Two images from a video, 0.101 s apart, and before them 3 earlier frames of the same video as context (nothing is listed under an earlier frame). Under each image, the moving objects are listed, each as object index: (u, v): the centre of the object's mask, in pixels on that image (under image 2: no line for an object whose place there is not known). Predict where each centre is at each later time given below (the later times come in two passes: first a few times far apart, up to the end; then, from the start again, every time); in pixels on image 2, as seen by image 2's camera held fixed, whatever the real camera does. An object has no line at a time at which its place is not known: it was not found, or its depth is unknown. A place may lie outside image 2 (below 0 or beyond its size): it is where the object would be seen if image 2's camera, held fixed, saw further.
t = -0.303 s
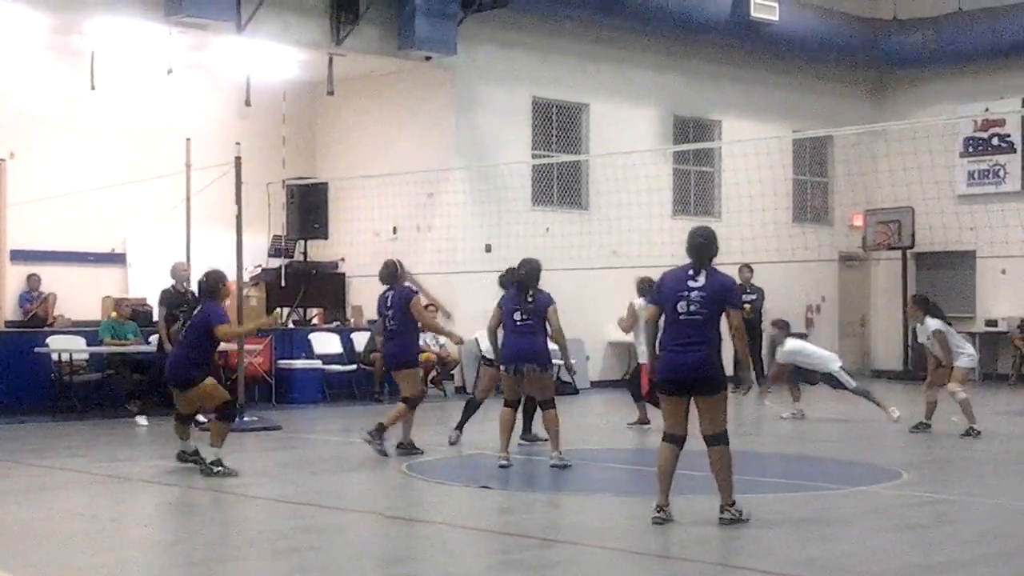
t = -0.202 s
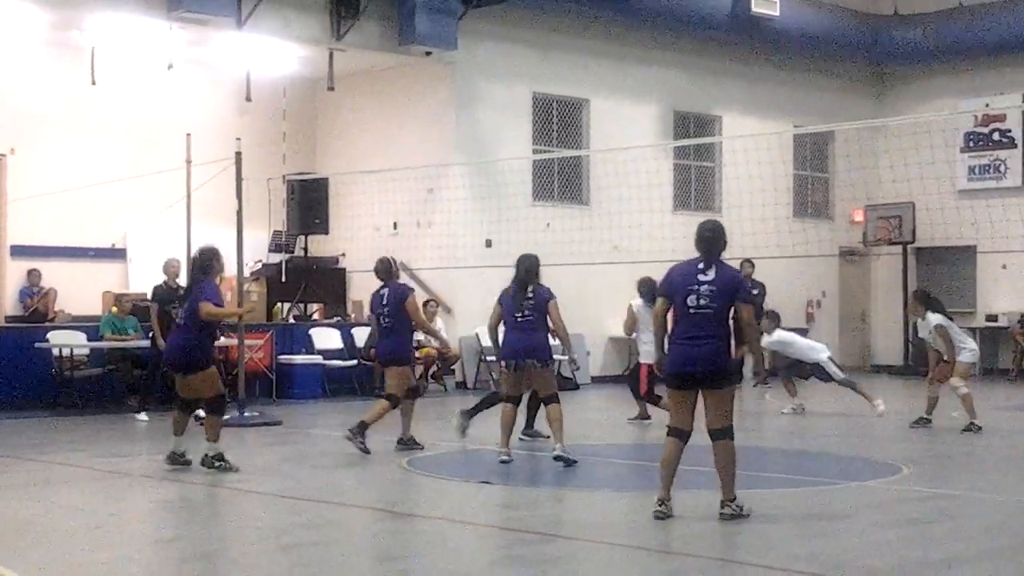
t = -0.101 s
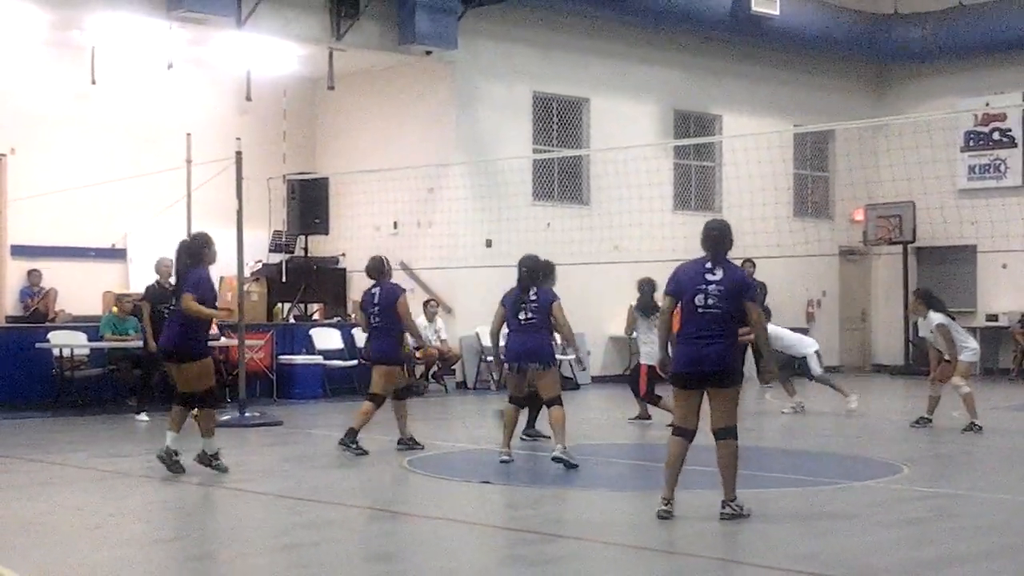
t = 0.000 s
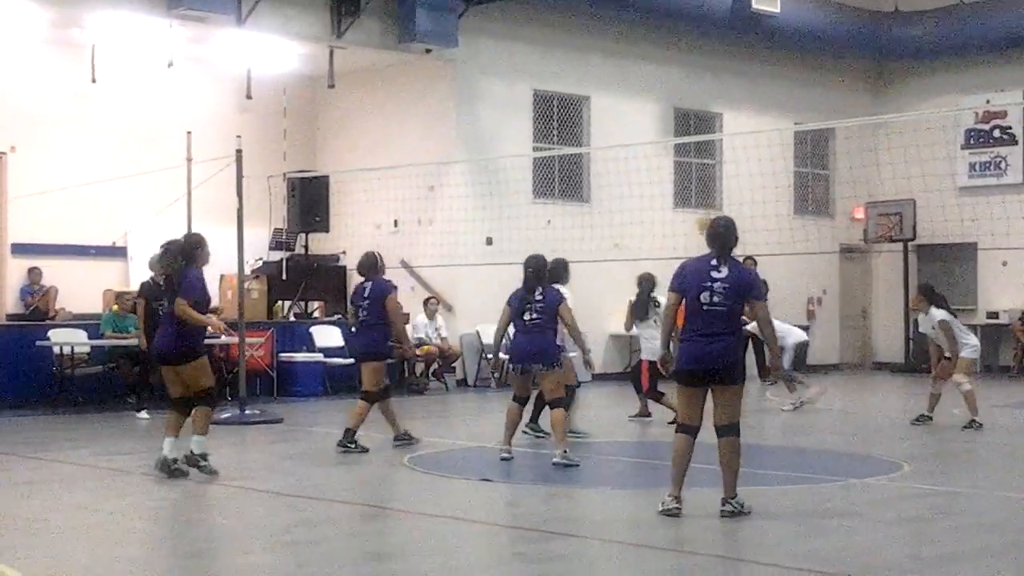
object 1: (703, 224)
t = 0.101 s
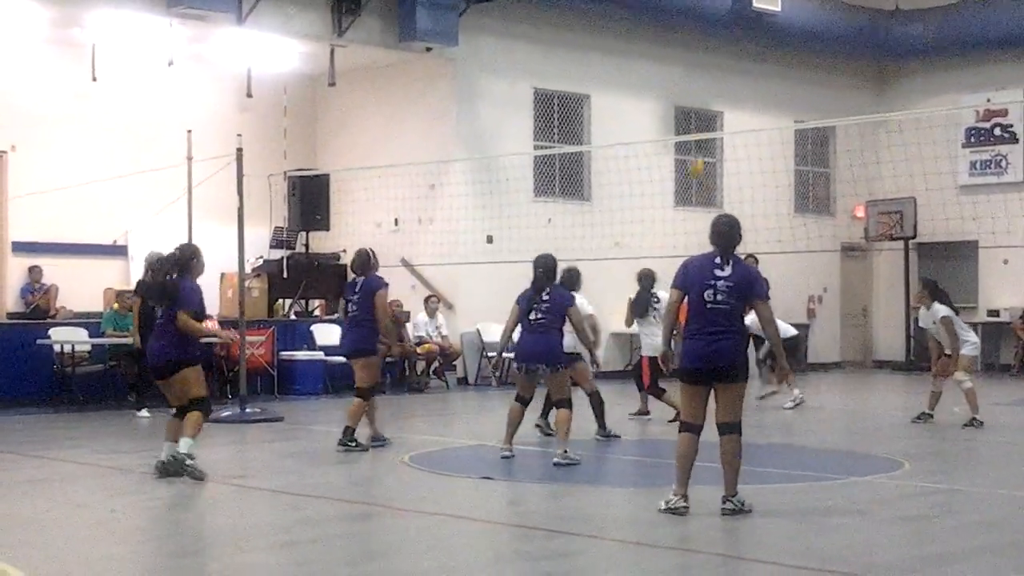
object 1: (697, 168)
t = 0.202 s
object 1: (685, 123)
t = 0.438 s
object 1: (660, 54)
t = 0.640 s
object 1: (638, 37)
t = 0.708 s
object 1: (630, 40)
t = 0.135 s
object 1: (693, 153)
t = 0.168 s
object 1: (688, 139)
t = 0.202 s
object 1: (685, 123)
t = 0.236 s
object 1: (682, 111)
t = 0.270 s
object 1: (678, 99)
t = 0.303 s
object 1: (675, 87)
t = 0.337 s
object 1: (671, 78)
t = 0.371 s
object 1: (667, 69)
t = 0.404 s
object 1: (663, 61)
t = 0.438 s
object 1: (660, 54)
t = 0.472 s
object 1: (657, 48)
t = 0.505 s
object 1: (652, 43)
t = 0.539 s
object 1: (650, 40)
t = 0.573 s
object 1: (645, 38)
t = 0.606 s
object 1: (642, 37)
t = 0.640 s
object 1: (638, 37)
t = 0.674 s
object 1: (634, 38)
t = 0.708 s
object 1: (630, 40)
